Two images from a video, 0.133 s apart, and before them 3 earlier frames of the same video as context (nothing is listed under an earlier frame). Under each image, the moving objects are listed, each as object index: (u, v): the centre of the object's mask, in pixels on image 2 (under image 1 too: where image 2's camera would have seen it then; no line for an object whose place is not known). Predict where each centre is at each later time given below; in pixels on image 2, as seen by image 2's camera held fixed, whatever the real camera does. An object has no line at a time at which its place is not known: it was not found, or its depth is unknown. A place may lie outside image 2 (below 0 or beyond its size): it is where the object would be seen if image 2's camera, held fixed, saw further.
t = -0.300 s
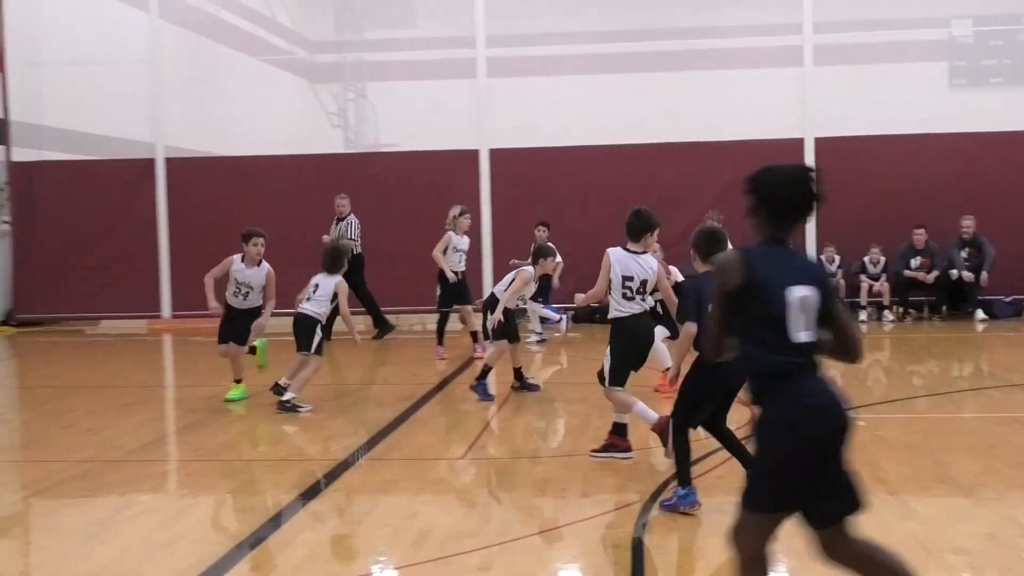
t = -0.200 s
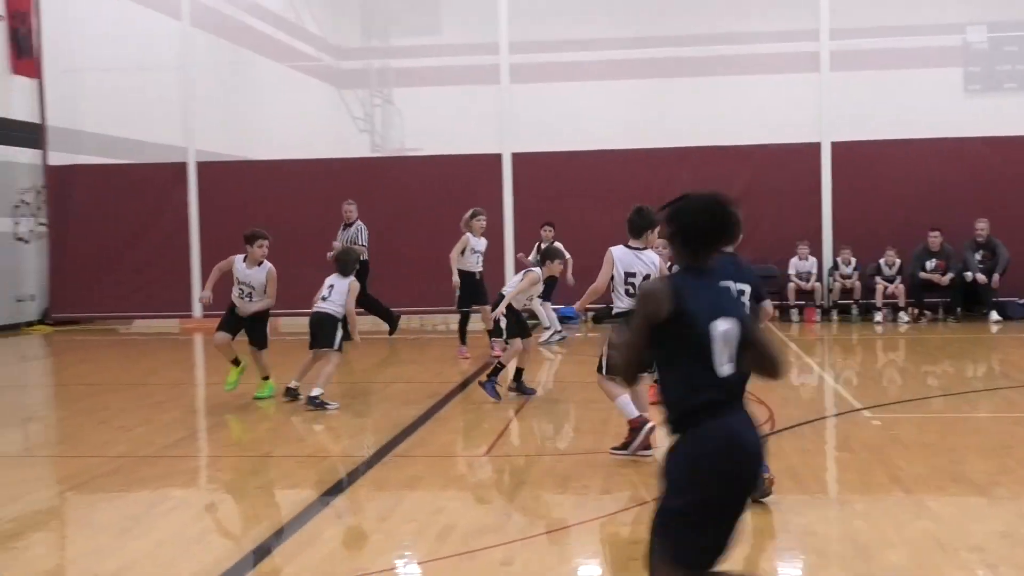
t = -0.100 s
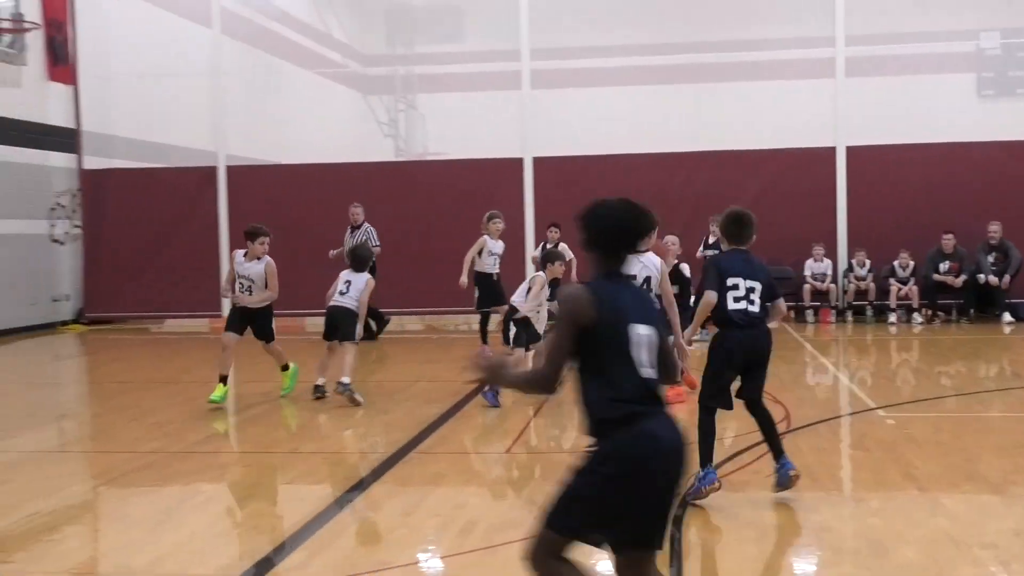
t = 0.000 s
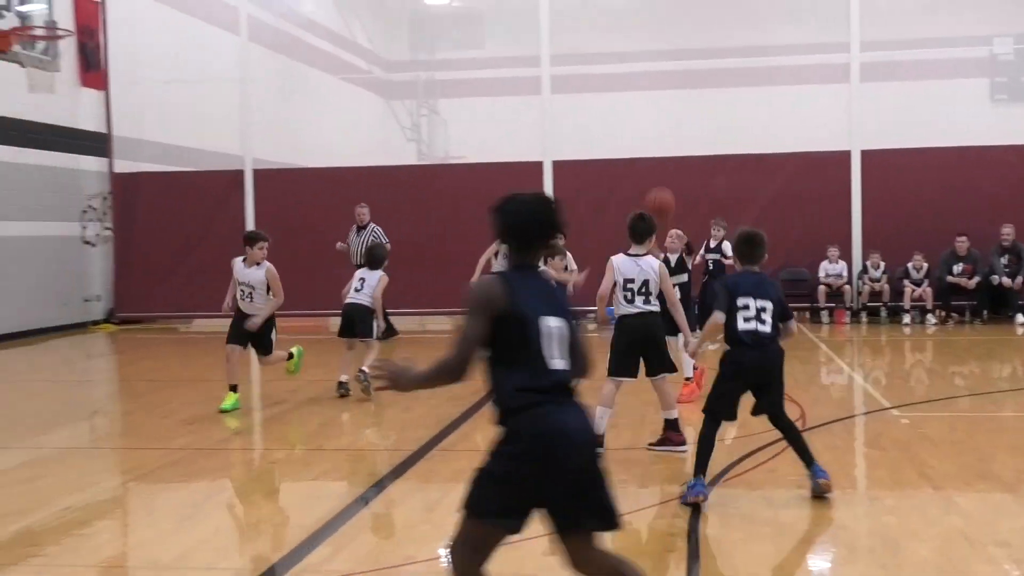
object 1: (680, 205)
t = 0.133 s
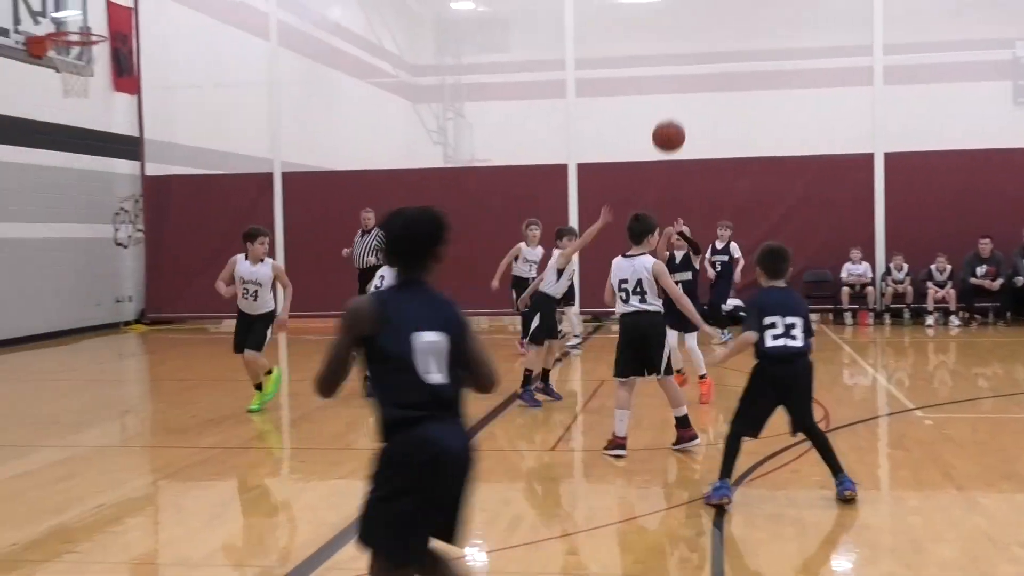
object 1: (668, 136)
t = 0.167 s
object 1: (665, 120)
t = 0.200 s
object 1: (662, 105)
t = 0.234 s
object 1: (658, 92)
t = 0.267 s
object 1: (654, 79)
